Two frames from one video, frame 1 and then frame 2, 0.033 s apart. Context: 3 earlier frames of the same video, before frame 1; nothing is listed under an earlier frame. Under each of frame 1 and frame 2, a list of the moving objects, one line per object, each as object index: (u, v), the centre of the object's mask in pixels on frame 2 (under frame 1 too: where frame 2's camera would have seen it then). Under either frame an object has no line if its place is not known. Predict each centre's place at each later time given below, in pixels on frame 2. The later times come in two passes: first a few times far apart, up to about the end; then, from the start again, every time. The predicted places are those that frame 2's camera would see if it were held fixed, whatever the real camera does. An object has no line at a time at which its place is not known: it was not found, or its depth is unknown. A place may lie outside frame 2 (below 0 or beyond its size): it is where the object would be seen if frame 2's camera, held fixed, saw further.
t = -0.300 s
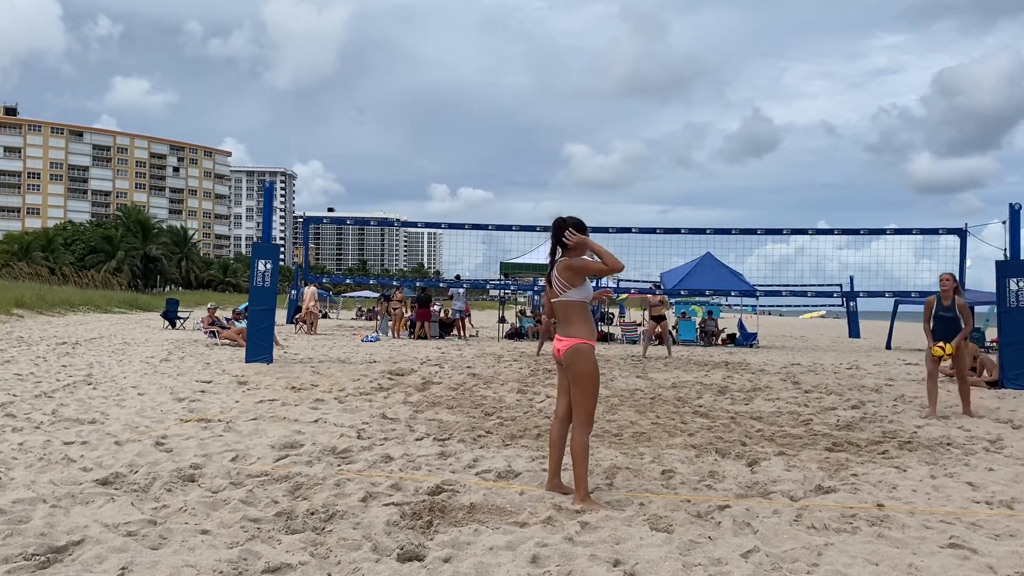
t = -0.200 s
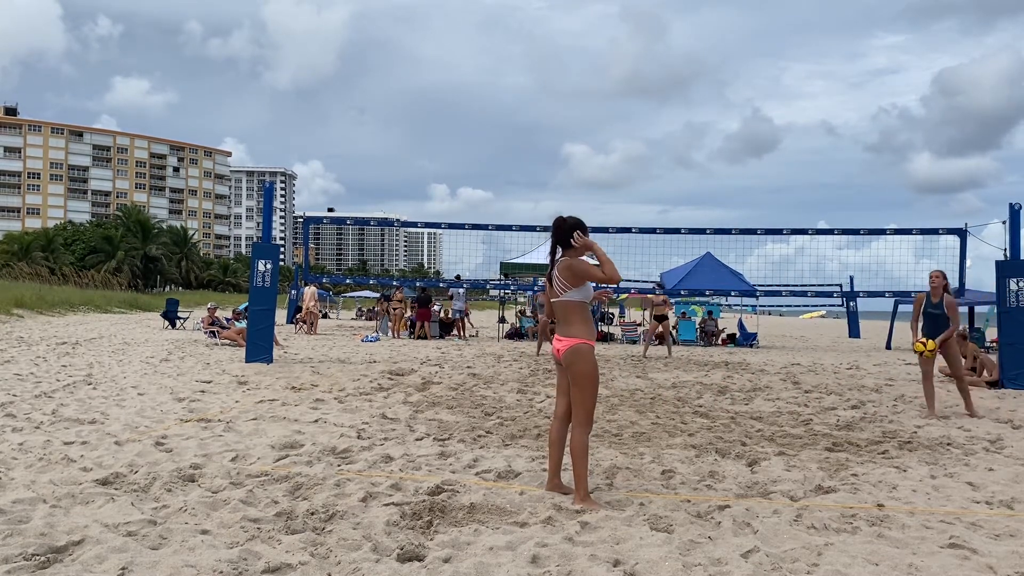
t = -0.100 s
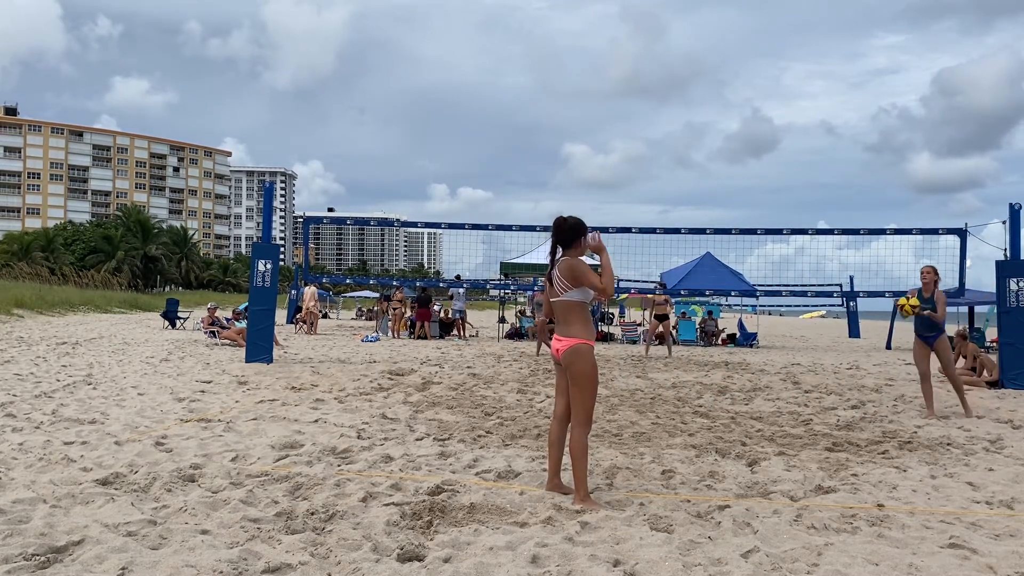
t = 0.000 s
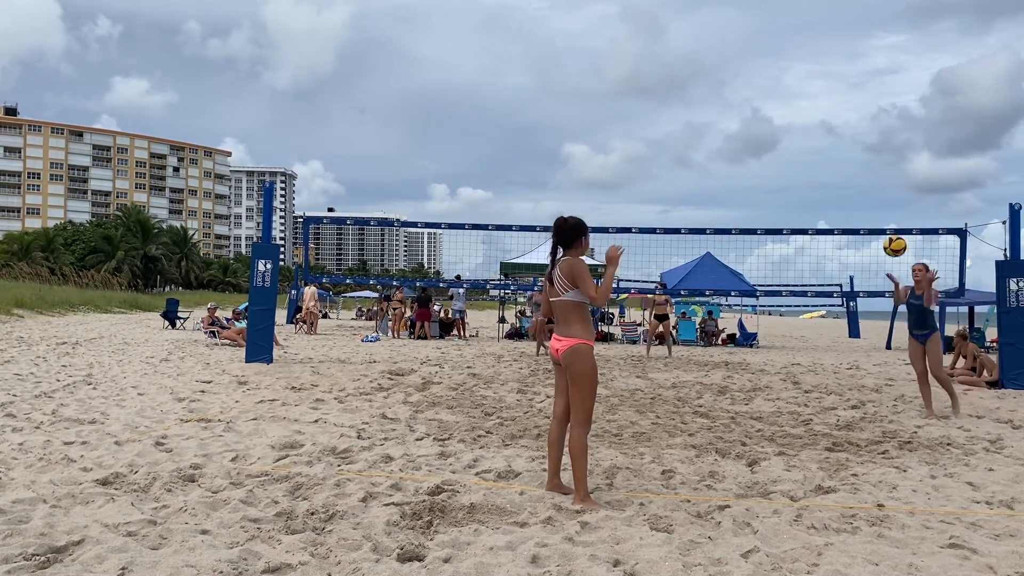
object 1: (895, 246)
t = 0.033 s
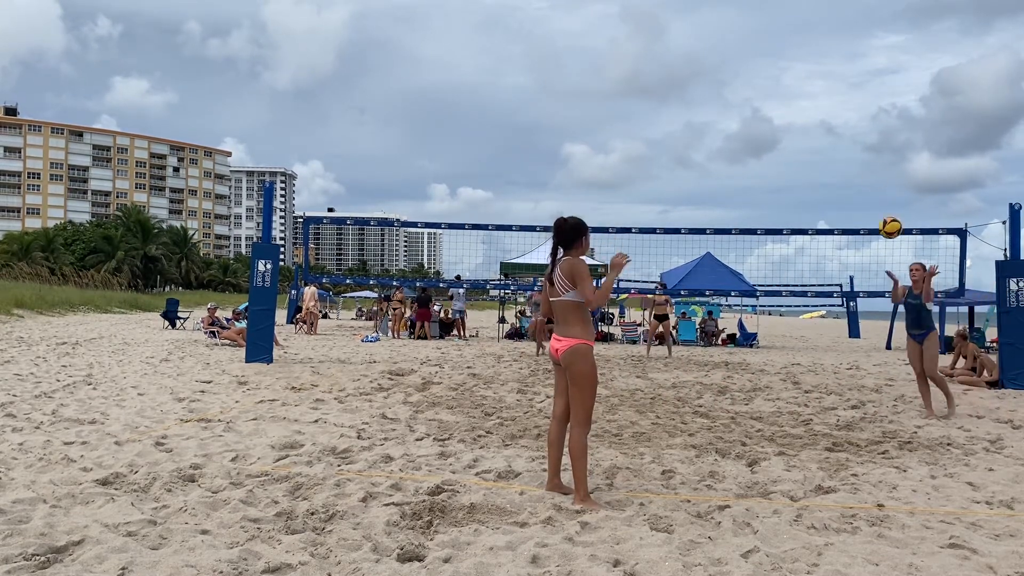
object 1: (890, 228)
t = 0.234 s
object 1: (858, 132)
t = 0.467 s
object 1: (808, 64)
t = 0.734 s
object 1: (734, 65)
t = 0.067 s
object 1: (885, 210)
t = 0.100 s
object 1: (881, 193)
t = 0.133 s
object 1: (875, 176)
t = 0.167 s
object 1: (870, 161)
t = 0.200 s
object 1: (864, 146)
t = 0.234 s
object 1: (858, 132)
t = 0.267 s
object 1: (851, 120)
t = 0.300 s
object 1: (845, 108)
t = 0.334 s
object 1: (838, 97)
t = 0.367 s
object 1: (831, 87)
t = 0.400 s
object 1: (823, 78)
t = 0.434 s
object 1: (816, 71)
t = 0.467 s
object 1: (808, 64)
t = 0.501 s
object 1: (800, 59)
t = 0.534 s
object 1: (792, 56)
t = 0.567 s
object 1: (783, 53)
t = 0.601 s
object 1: (774, 53)
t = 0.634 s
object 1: (765, 53)
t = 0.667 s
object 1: (755, 55)
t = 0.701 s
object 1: (745, 59)
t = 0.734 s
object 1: (734, 65)
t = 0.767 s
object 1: (723, 72)
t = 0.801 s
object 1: (712, 81)
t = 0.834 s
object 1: (700, 92)
